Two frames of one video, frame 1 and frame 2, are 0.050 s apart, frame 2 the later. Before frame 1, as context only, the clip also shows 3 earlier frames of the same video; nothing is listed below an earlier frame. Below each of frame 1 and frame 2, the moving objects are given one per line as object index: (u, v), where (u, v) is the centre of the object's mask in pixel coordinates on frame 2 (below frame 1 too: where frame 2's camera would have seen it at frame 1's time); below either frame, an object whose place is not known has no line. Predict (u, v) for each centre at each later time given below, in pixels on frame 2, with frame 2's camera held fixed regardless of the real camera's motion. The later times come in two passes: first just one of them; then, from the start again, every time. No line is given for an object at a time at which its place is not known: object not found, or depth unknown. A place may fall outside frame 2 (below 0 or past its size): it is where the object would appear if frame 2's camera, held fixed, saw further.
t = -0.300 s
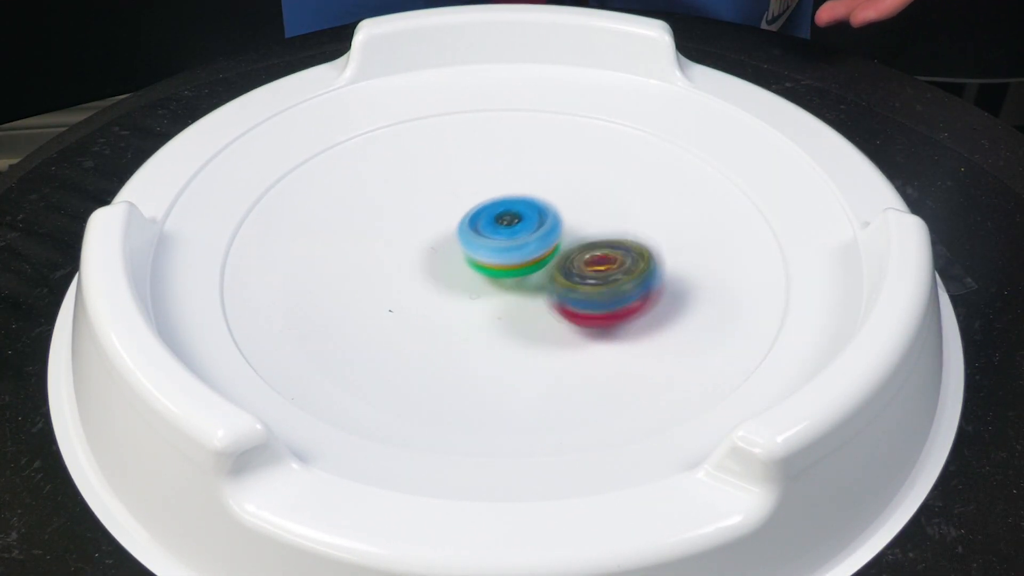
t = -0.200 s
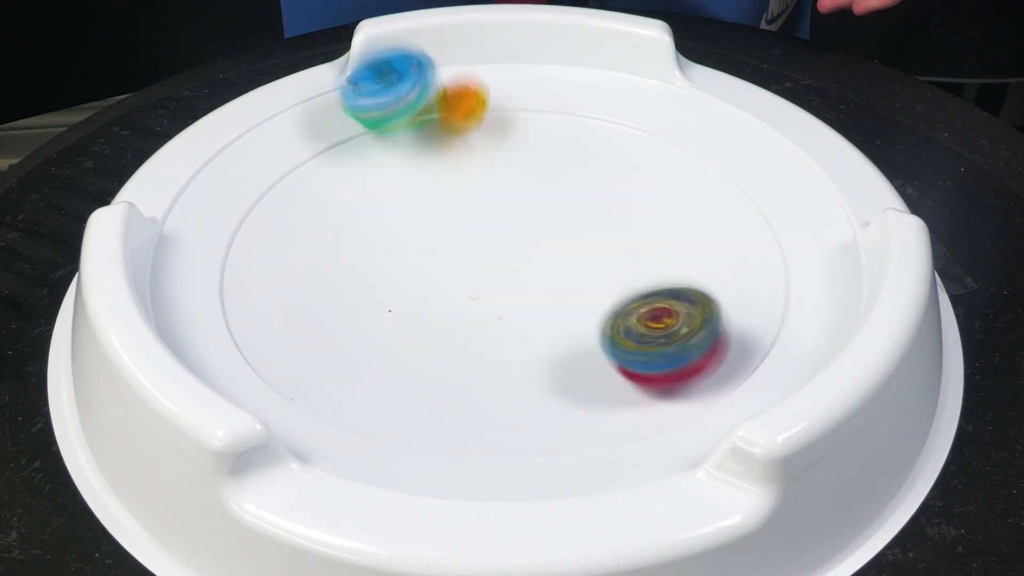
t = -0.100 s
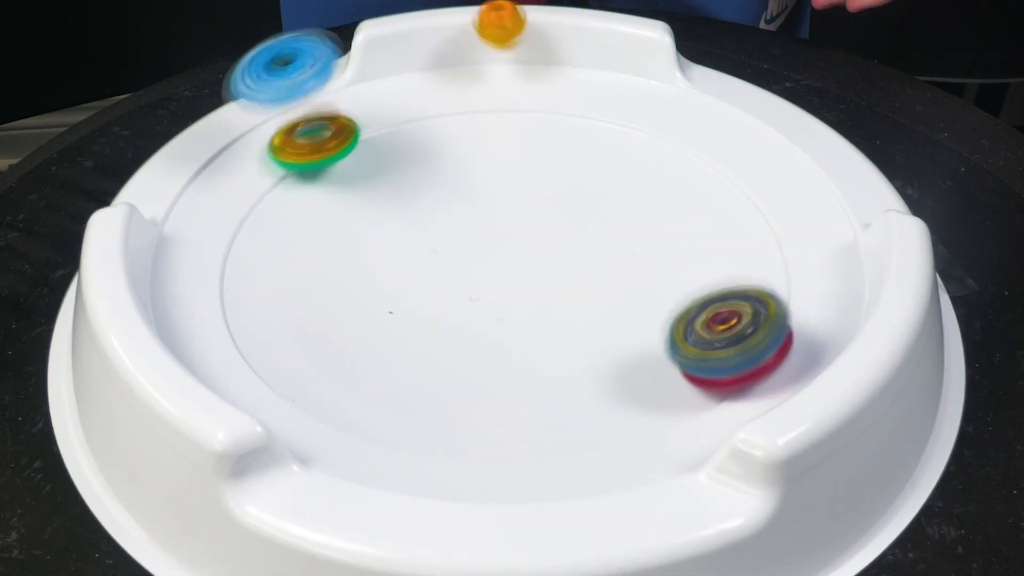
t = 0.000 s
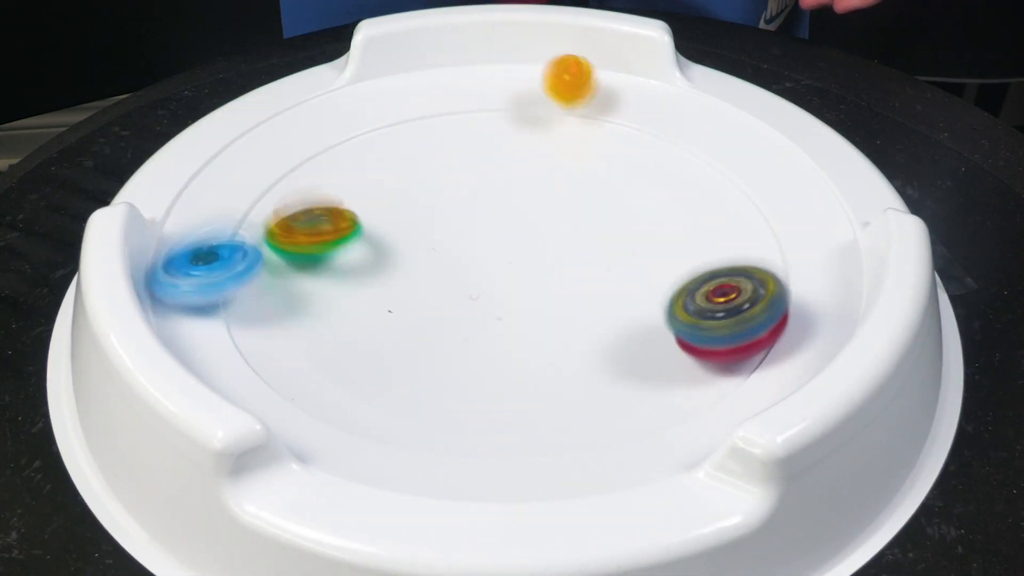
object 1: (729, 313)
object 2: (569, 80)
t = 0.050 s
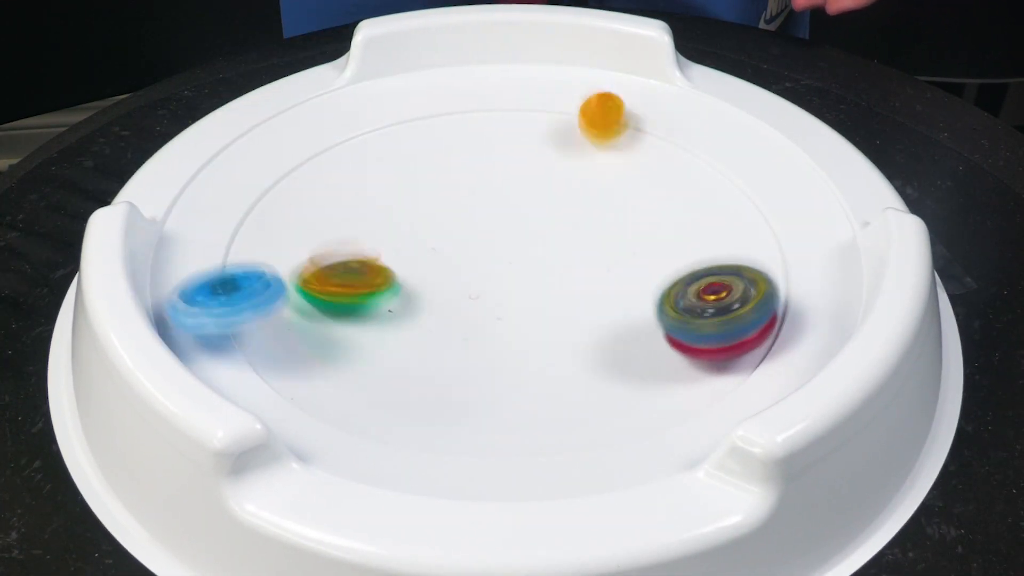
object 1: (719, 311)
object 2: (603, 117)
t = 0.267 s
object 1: (618, 291)
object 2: (595, 234)
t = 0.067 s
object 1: (713, 313)
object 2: (610, 122)
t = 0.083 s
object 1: (708, 314)
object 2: (615, 134)
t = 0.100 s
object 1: (701, 315)
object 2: (623, 149)
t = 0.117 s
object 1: (692, 317)
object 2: (625, 164)
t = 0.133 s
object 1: (684, 317)
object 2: (631, 176)
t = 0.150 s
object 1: (676, 316)
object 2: (630, 192)
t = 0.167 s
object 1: (665, 317)
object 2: (630, 206)
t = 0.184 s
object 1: (655, 317)
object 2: (626, 217)
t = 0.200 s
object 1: (644, 315)
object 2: (623, 228)
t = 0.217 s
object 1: (638, 310)
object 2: (618, 241)
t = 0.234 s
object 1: (635, 307)
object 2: (614, 249)
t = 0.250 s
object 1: (628, 300)
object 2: (604, 253)
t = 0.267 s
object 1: (618, 291)
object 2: (595, 234)
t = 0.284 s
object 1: (608, 280)
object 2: (577, 194)
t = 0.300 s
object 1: (596, 274)
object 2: (564, 156)
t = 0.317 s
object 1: (584, 264)
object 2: (545, 116)
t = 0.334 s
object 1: (570, 257)
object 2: (528, 80)
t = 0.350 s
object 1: (557, 251)
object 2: (512, 42)
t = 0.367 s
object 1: (544, 246)
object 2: (496, 18)
